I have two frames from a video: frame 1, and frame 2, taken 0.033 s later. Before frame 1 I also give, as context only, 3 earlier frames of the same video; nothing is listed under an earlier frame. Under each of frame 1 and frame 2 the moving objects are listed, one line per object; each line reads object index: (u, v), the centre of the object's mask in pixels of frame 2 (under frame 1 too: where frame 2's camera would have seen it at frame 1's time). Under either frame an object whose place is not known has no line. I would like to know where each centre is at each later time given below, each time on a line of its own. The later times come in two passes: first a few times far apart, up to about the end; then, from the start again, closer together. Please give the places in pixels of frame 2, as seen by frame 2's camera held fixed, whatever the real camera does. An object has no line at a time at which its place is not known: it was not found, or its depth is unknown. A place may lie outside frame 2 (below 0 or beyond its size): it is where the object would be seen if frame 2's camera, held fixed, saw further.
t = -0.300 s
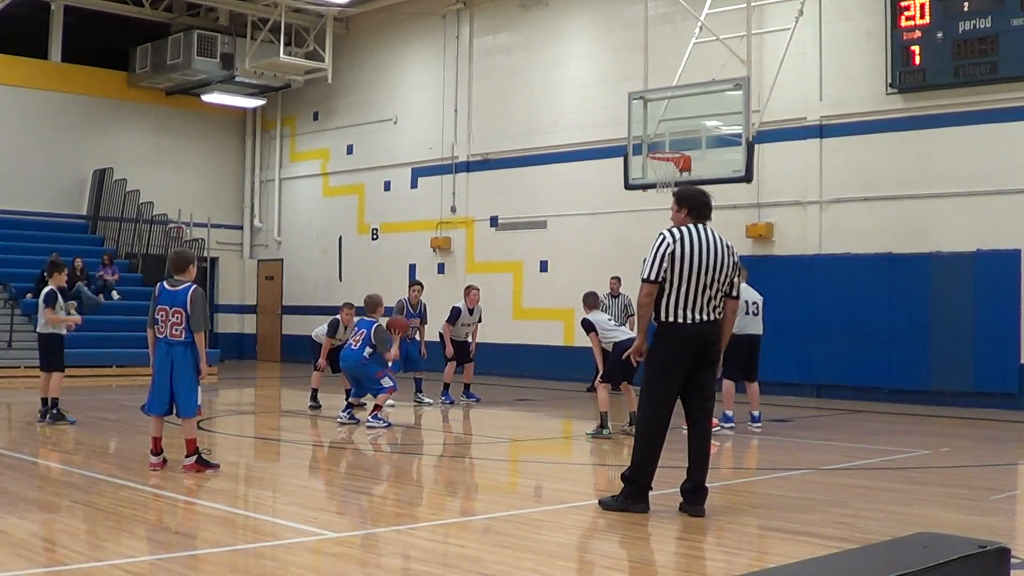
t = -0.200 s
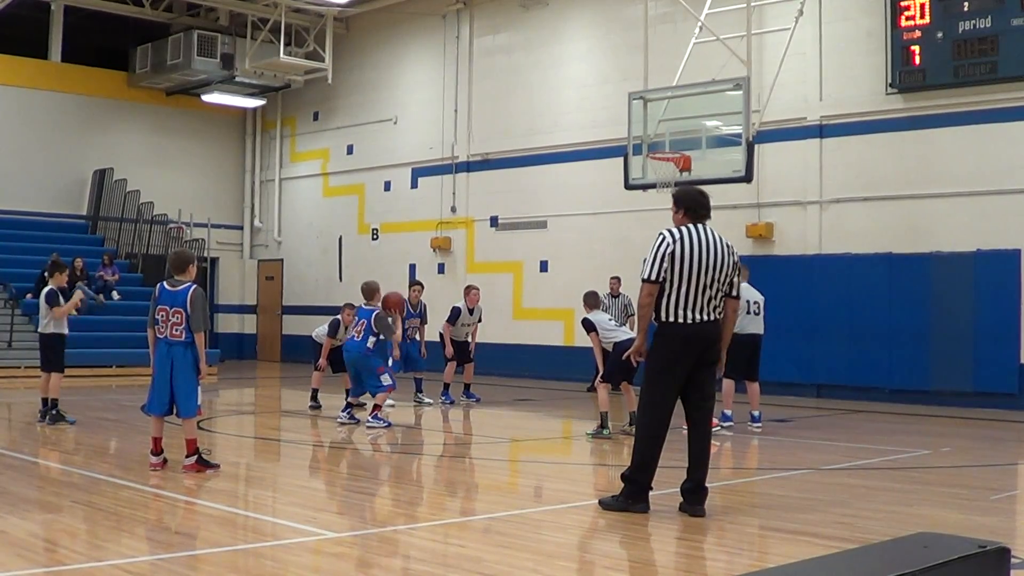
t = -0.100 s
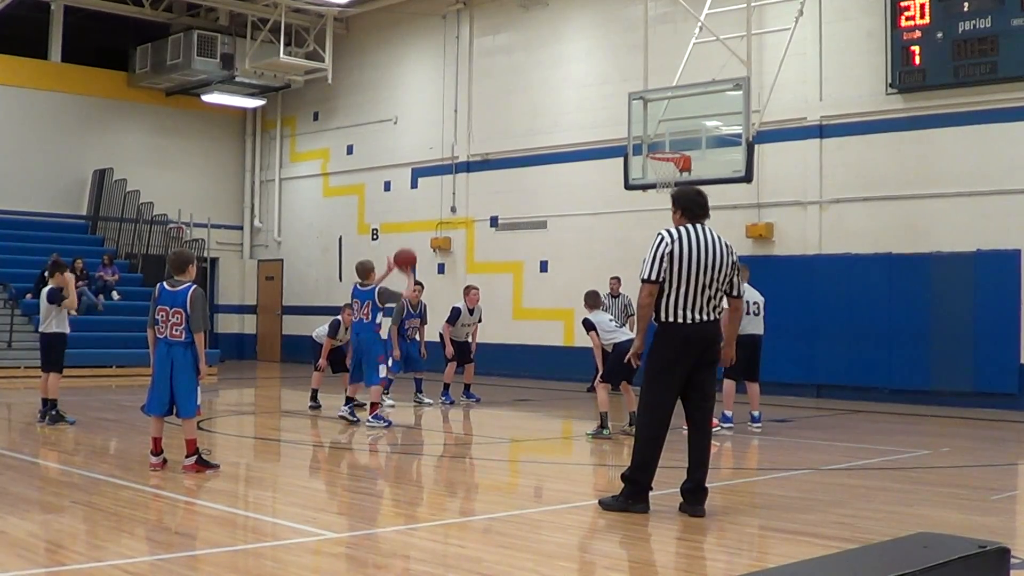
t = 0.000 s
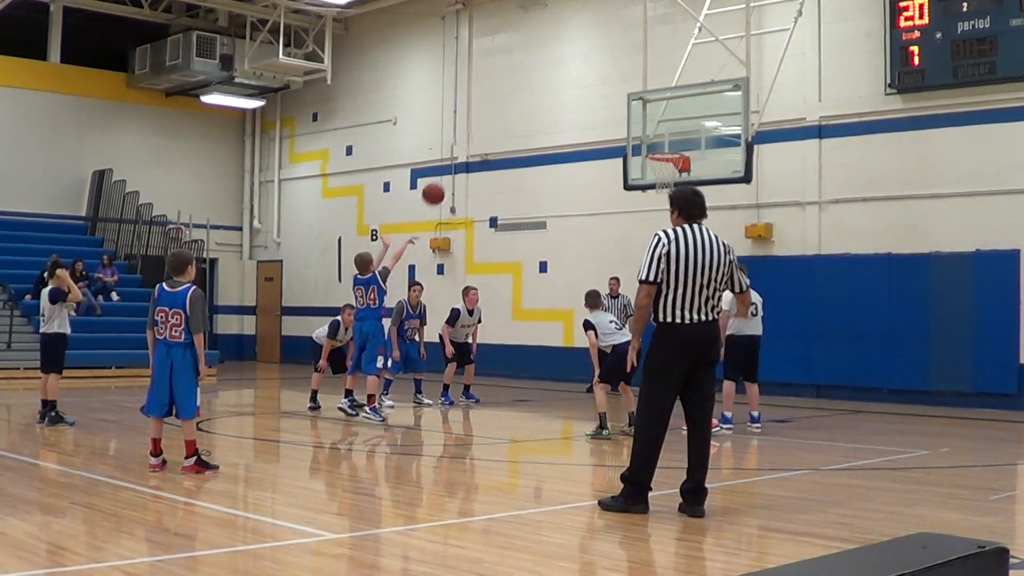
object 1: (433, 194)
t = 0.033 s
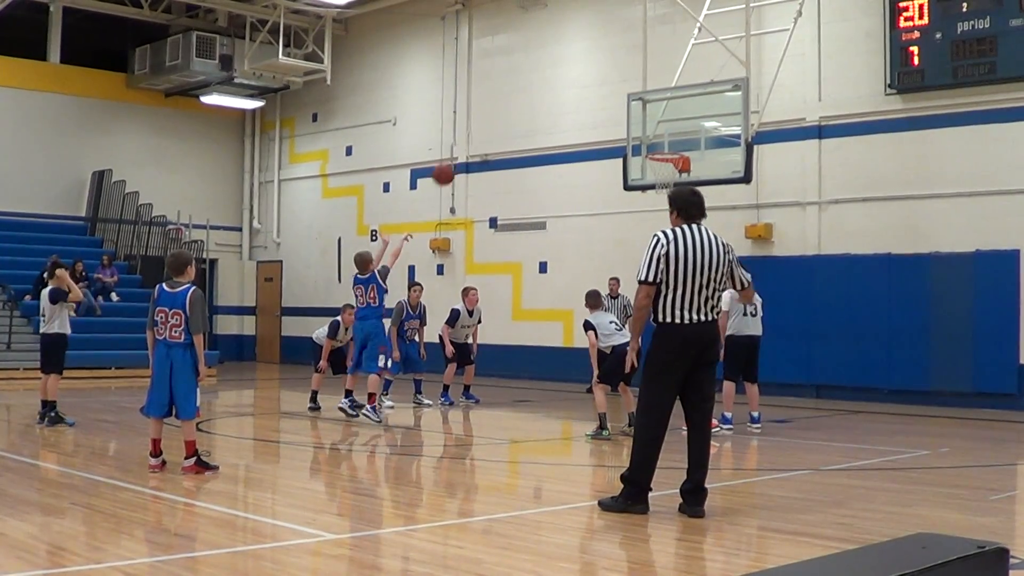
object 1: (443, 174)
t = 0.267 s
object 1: (510, 72)
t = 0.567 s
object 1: (582, 23)
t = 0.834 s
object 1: (639, 46)
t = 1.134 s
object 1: (691, 132)
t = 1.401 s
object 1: (661, 110)
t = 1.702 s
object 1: (625, 118)
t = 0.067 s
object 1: (453, 155)
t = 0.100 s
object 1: (463, 138)
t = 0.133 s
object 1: (473, 122)
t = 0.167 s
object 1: (482, 108)
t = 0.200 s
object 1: (492, 94)
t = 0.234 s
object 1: (501, 82)
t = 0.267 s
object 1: (510, 72)
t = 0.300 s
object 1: (518, 62)
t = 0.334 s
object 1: (527, 53)
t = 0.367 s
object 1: (535, 46)
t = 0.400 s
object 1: (543, 39)
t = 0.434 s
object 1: (551, 34)
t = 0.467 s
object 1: (559, 30)
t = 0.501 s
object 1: (567, 26)
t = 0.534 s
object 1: (574, 24)
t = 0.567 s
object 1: (582, 23)
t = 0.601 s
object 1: (589, 23)
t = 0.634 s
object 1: (597, 23)
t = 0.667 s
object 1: (604, 25)
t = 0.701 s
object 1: (611, 27)
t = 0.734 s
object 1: (618, 31)
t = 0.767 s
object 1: (625, 35)
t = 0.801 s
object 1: (632, 40)
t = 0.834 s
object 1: (639, 46)
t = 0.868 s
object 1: (646, 53)
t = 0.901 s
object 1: (652, 60)
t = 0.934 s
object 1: (659, 69)
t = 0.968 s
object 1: (665, 78)
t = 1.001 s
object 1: (672, 88)
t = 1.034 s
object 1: (678, 99)
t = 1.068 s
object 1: (684, 111)
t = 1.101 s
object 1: (691, 123)
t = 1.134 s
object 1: (691, 132)
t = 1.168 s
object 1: (687, 141)
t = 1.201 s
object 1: (683, 145)
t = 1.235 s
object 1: (679, 137)
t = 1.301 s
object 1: (672, 123)
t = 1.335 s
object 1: (669, 118)
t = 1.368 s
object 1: (665, 113)
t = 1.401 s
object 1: (661, 110)
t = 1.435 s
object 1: (657, 107)
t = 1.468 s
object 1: (653, 105)
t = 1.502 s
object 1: (650, 104)
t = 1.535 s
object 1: (646, 104)
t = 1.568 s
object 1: (642, 105)
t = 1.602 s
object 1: (638, 107)
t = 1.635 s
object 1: (634, 109)
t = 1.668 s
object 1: (630, 113)
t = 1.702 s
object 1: (625, 118)
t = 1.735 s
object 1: (621, 123)
